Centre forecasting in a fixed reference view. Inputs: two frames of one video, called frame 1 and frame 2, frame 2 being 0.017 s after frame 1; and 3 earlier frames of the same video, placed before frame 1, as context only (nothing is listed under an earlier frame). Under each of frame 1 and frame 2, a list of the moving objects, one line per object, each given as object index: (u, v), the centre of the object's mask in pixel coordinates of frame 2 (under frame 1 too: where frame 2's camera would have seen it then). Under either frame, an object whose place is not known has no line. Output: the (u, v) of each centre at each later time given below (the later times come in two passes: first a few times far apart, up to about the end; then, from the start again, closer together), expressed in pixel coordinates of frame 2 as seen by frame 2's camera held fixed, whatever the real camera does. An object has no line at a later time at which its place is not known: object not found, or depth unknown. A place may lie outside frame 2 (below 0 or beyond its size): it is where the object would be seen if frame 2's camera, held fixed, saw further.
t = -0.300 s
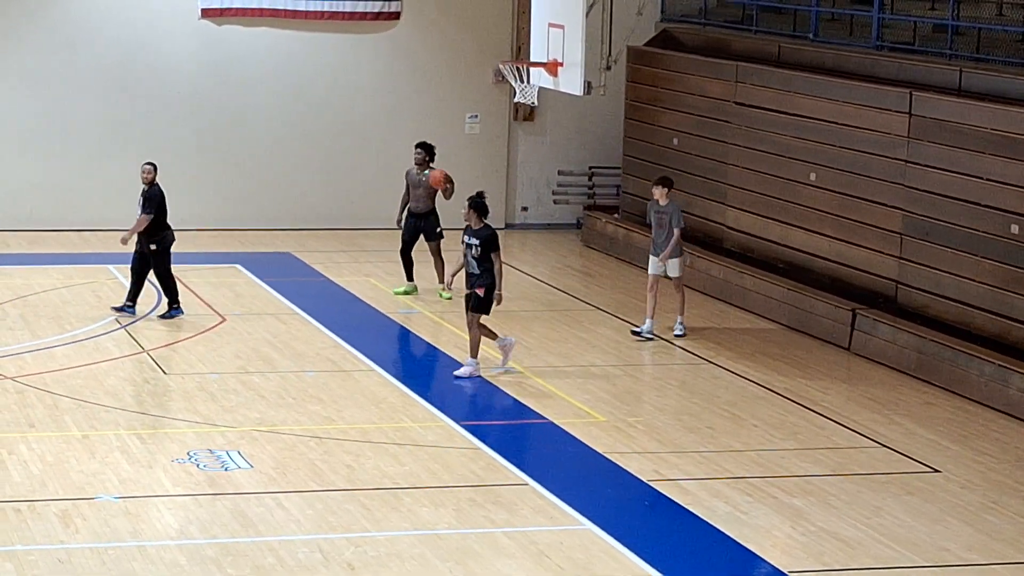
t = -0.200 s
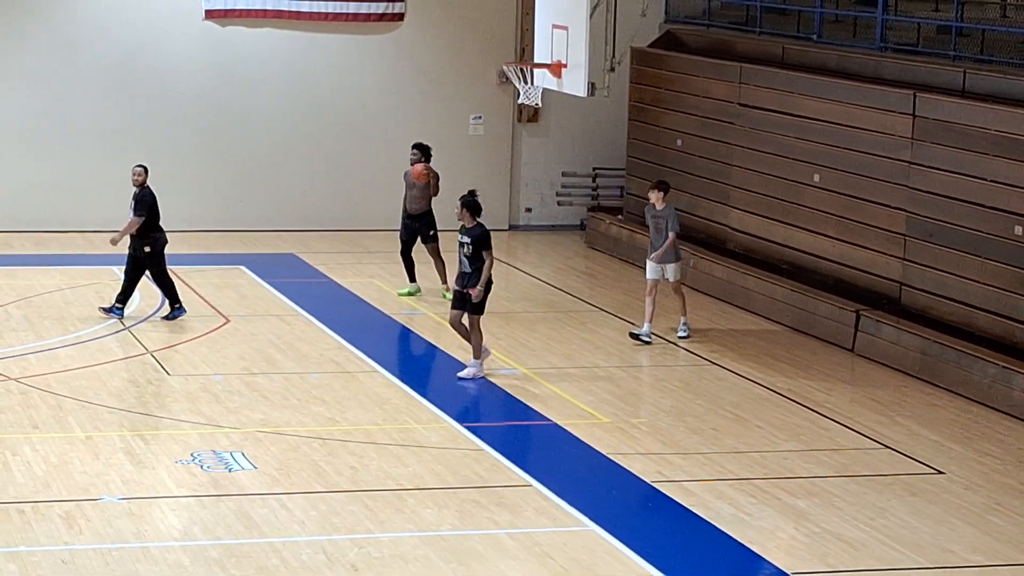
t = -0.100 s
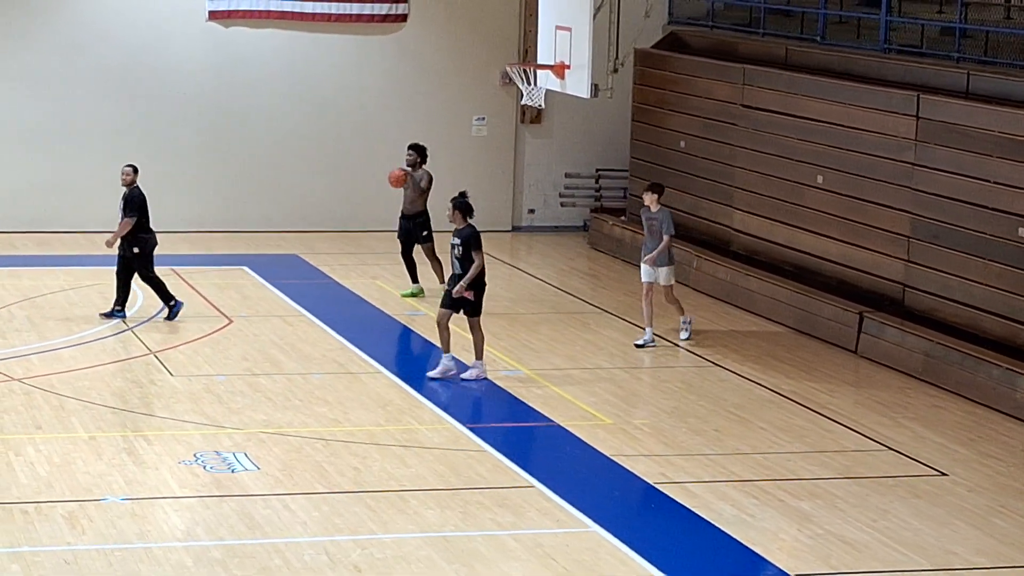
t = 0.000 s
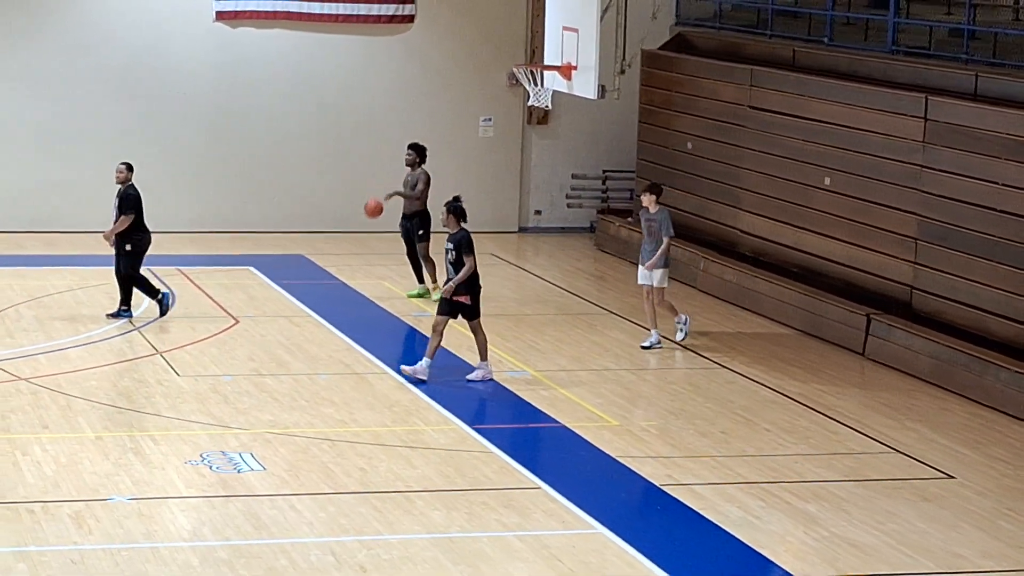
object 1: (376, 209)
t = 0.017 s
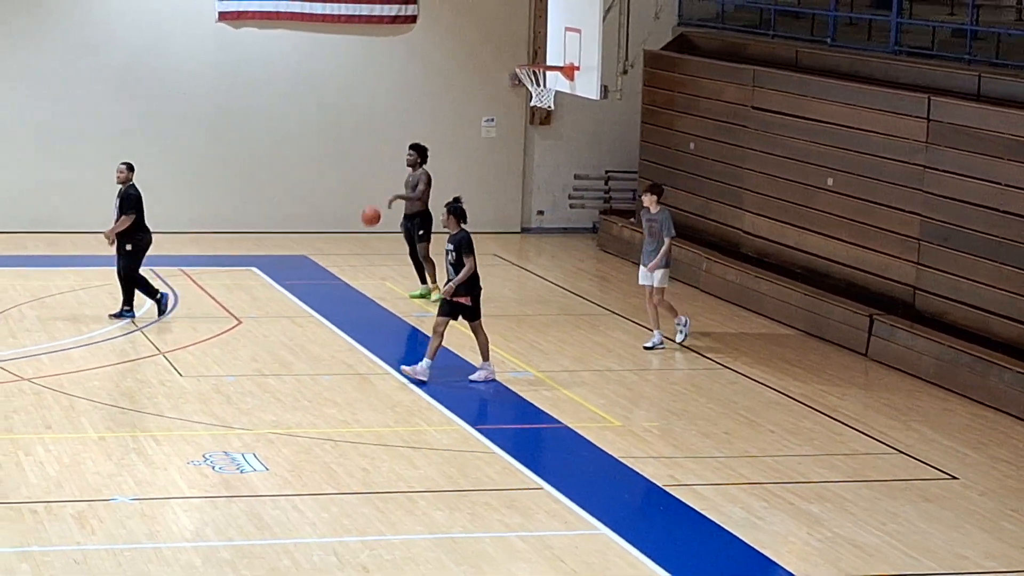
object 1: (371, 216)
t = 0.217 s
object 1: (321, 269)
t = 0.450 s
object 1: (301, 192)
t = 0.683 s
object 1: (278, 159)
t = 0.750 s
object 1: (272, 158)
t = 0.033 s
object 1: (366, 224)
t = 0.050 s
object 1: (361, 233)
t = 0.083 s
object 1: (350, 250)
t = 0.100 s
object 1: (345, 259)
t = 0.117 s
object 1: (340, 266)
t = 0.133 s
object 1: (335, 277)
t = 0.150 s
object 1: (330, 286)
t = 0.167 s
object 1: (327, 290)
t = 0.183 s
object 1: (325, 283)
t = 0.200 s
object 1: (323, 276)
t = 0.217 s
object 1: (321, 269)
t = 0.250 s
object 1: (319, 255)
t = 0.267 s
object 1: (318, 249)
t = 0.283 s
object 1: (316, 242)
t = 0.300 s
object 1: (314, 236)
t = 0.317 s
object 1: (312, 230)
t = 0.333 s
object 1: (311, 225)
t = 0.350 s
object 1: (310, 220)
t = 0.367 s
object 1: (308, 215)
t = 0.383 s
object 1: (307, 210)
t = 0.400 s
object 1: (305, 205)
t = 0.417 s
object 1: (303, 200)
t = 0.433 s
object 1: (302, 196)
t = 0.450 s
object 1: (301, 192)
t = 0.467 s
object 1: (299, 188)
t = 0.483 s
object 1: (297, 185)
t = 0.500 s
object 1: (296, 181)
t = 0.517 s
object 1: (294, 178)
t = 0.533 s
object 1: (293, 175)
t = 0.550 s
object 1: (291, 173)
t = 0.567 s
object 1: (289, 170)
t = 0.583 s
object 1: (288, 168)
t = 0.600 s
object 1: (286, 166)
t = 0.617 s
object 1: (285, 164)
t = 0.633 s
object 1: (283, 162)
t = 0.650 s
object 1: (281, 161)
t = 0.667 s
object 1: (280, 160)
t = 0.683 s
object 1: (278, 159)
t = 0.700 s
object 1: (276, 159)
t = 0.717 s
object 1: (275, 158)
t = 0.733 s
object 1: (273, 158)
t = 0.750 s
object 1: (272, 158)
